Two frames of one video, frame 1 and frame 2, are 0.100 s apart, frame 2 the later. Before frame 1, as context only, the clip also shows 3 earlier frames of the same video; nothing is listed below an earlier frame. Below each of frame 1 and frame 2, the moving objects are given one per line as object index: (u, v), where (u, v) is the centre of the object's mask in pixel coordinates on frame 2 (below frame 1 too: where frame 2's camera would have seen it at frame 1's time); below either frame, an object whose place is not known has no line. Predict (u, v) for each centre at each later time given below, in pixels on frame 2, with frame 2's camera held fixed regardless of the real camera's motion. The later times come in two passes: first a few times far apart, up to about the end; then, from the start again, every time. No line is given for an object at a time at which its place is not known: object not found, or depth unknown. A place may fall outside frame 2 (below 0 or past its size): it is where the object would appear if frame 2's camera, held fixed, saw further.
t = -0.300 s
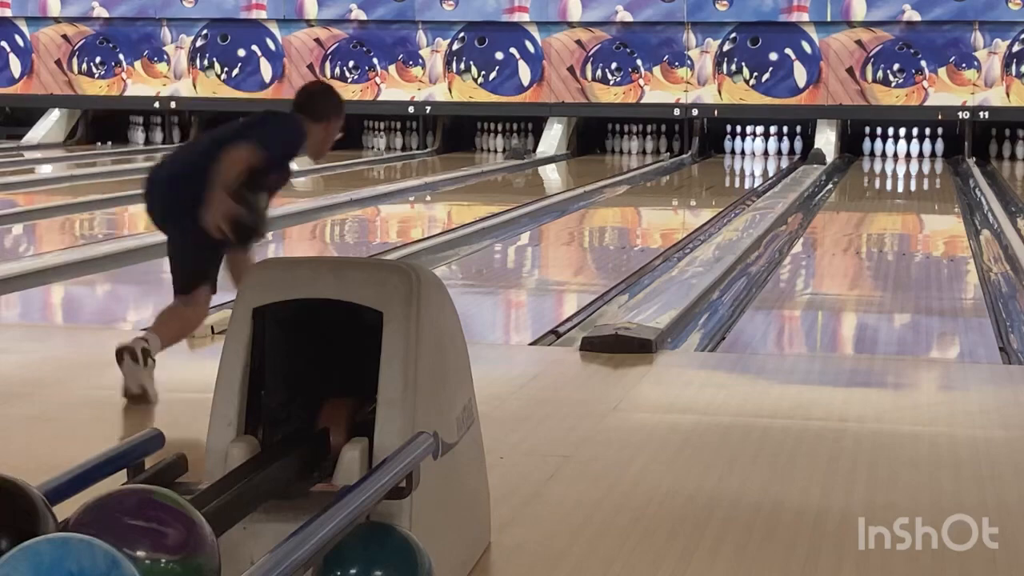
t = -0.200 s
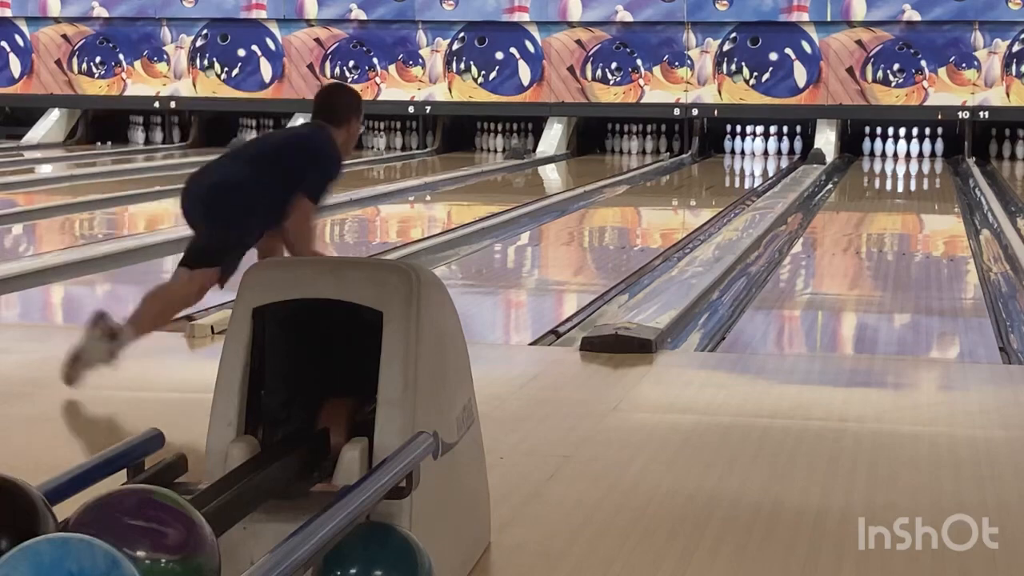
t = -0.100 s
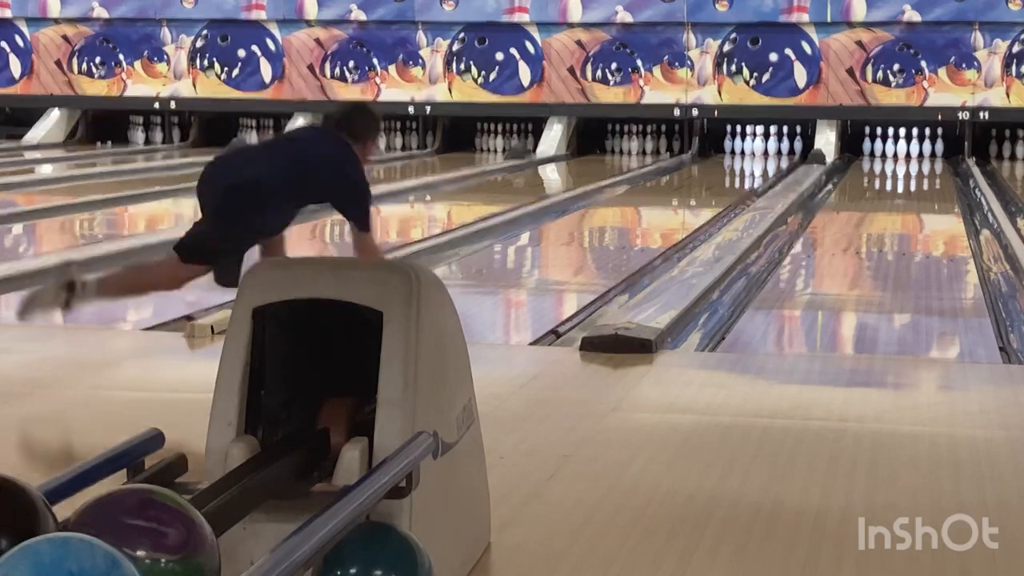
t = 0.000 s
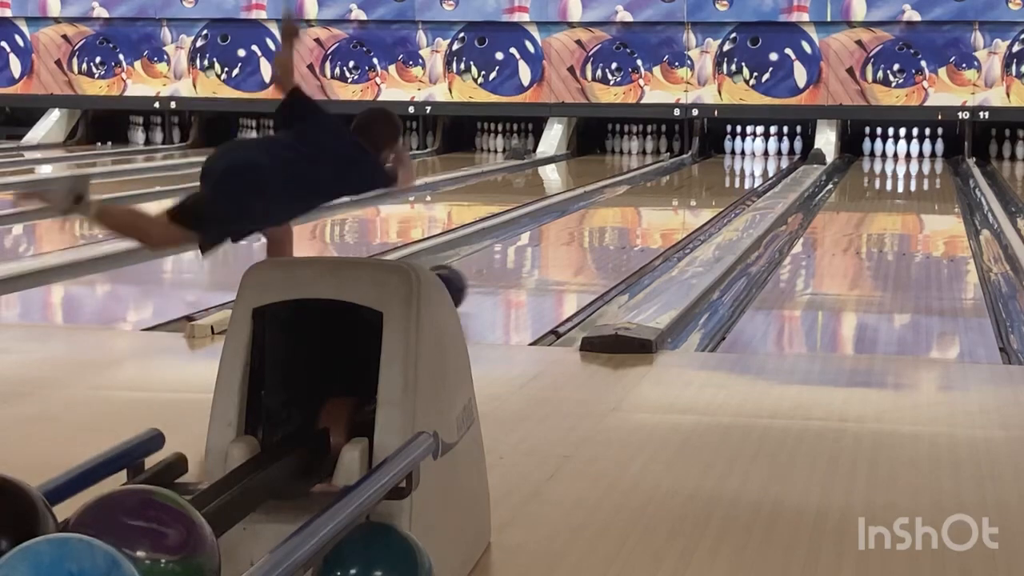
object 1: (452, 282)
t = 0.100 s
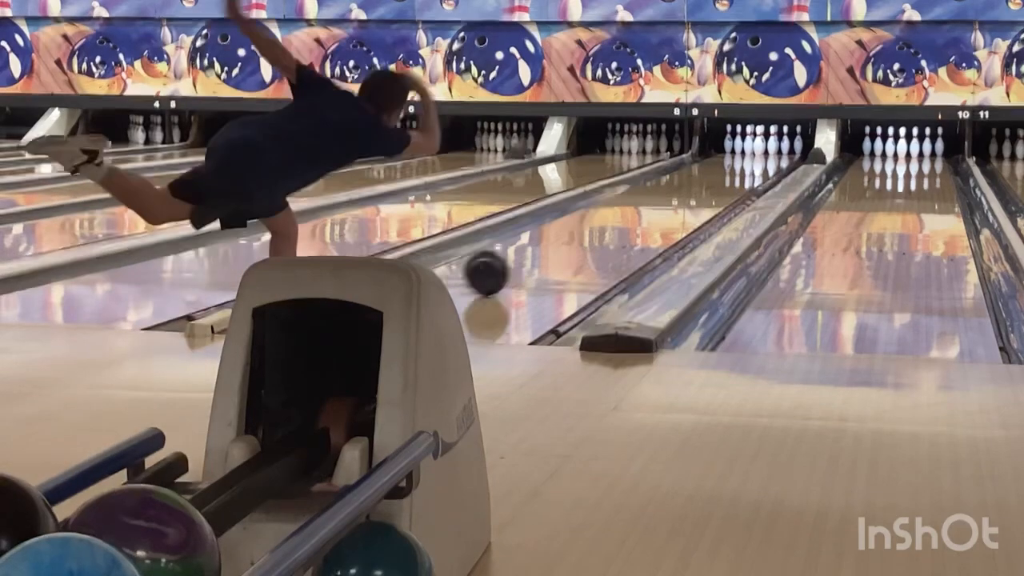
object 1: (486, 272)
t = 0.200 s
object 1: (524, 259)
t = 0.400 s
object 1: (584, 235)
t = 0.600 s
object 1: (630, 218)
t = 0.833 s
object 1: (672, 201)
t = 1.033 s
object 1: (700, 189)
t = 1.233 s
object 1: (722, 180)
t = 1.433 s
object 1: (740, 173)
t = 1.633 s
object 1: (752, 166)
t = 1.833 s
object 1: (761, 161)
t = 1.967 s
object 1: (764, 157)
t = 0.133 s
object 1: (499, 267)
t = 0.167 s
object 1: (512, 263)
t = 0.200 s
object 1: (524, 259)
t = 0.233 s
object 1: (535, 254)
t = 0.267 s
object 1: (546, 250)
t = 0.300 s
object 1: (556, 246)
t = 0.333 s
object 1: (566, 243)
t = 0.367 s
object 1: (575, 239)
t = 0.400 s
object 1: (584, 235)
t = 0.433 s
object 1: (592, 232)
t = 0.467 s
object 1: (601, 229)
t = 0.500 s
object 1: (609, 225)
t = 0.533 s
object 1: (616, 223)
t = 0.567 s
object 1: (624, 220)
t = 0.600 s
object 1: (630, 218)
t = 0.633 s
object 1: (637, 215)
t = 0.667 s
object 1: (644, 213)
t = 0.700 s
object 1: (650, 210)
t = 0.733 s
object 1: (656, 208)
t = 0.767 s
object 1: (661, 205)
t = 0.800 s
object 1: (667, 203)
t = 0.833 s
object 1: (672, 201)
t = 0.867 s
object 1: (678, 199)
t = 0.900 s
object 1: (683, 197)
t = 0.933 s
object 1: (687, 194)
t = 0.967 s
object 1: (692, 193)
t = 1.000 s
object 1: (697, 191)
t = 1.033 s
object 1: (700, 189)
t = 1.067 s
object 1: (704, 187)
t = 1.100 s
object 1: (709, 186)
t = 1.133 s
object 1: (712, 184)
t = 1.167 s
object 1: (716, 183)
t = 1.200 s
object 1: (719, 181)
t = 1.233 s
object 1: (722, 180)
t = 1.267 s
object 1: (726, 178)
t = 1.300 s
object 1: (730, 177)
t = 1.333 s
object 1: (732, 176)
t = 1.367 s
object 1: (734, 174)
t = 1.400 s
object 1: (737, 173)
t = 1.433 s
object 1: (740, 173)
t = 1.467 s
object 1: (742, 171)
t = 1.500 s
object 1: (744, 171)
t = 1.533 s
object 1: (746, 169)
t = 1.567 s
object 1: (749, 168)
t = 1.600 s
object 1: (751, 167)
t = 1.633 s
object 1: (752, 166)
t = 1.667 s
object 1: (755, 165)
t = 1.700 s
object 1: (756, 164)
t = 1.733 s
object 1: (758, 163)
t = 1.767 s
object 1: (759, 162)
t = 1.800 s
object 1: (760, 162)
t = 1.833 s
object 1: (761, 161)
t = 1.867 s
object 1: (762, 160)
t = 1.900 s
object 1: (763, 159)
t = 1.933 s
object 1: (764, 158)
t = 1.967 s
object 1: (764, 157)
